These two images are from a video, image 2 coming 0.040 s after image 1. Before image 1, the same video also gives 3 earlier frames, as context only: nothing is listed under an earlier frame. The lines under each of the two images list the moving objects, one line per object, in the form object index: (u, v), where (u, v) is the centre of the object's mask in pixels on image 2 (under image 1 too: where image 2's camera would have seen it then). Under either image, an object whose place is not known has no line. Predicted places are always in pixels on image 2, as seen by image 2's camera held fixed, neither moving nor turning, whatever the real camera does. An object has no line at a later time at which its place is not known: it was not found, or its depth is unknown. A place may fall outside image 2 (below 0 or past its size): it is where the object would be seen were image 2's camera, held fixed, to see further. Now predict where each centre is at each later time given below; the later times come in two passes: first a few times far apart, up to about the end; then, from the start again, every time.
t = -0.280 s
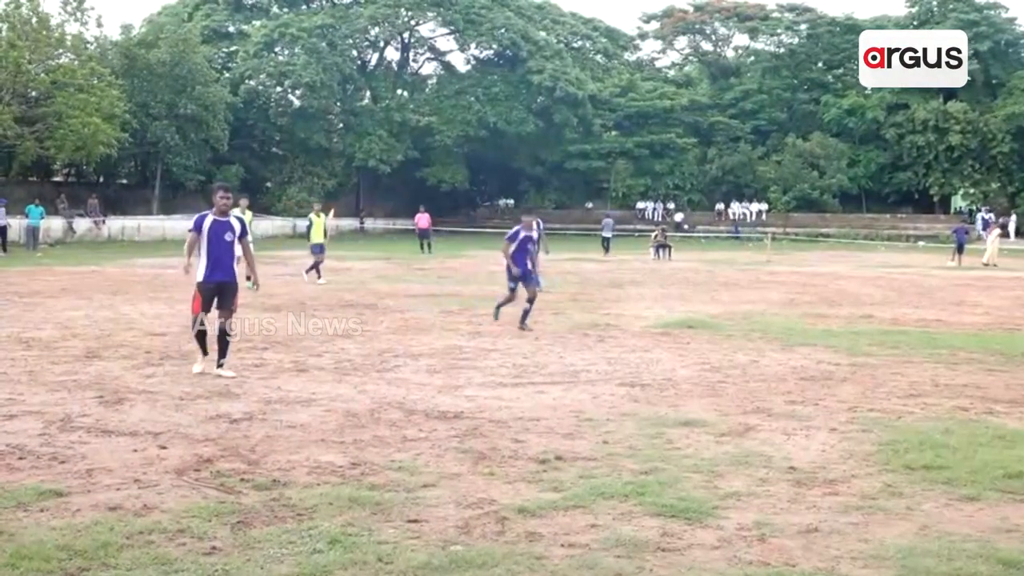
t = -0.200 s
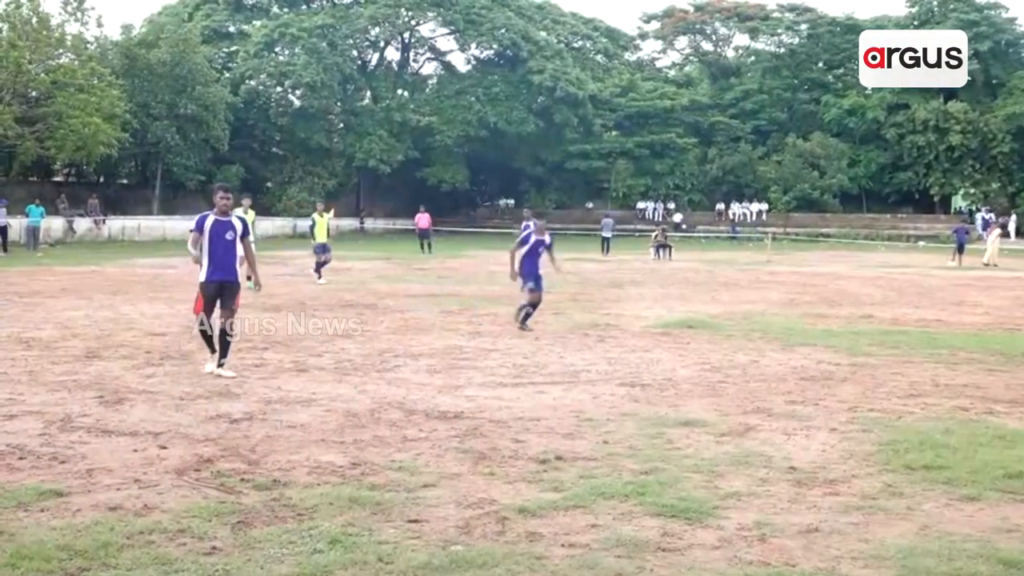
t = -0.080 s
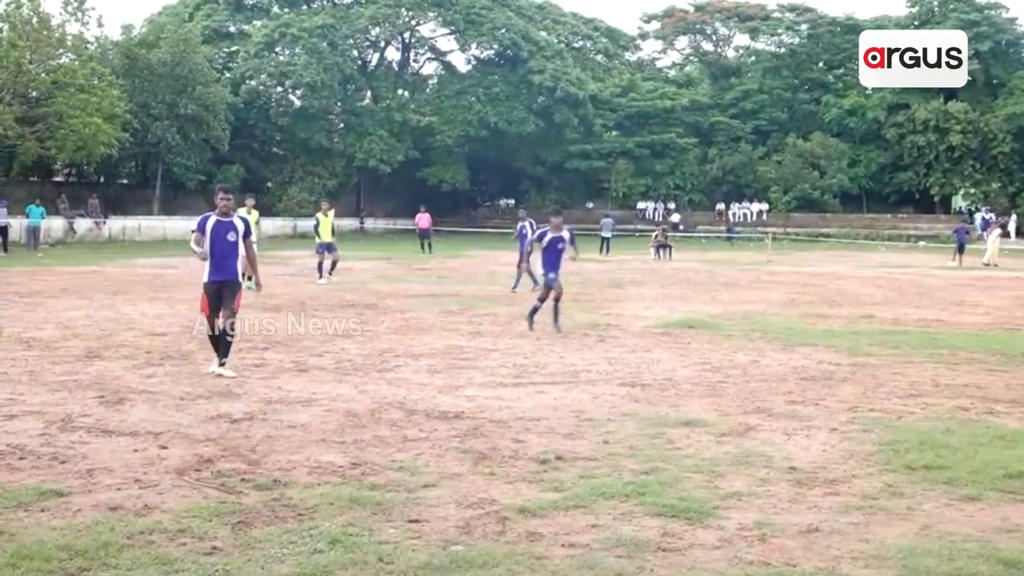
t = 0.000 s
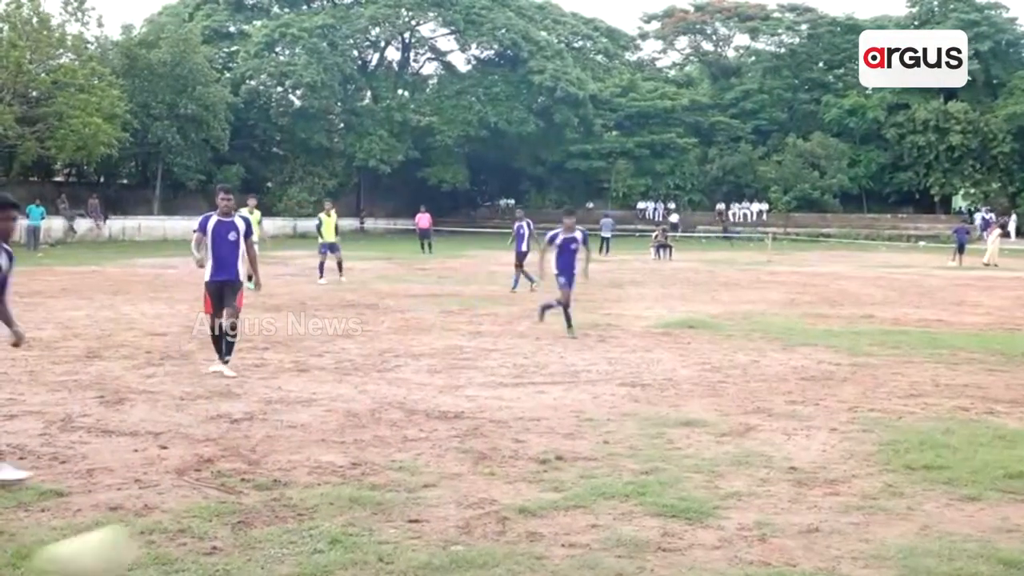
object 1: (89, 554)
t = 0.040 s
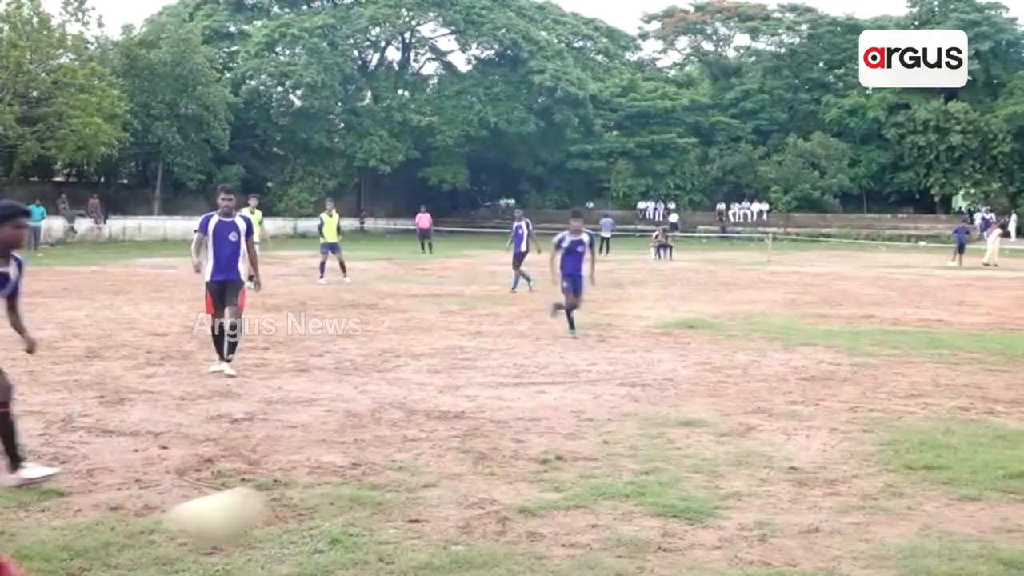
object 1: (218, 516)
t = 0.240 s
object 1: (664, 416)
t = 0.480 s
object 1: (963, 422)
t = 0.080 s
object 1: (325, 483)
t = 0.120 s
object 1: (428, 461)
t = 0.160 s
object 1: (515, 441)
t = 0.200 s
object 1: (595, 426)
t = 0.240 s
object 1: (664, 416)
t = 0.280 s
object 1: (725, 410)
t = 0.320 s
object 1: (784, 406)
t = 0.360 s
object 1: (834, 406)
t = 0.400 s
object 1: (881, 409)
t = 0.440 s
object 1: (923, 414)
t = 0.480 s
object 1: (963, 422)
